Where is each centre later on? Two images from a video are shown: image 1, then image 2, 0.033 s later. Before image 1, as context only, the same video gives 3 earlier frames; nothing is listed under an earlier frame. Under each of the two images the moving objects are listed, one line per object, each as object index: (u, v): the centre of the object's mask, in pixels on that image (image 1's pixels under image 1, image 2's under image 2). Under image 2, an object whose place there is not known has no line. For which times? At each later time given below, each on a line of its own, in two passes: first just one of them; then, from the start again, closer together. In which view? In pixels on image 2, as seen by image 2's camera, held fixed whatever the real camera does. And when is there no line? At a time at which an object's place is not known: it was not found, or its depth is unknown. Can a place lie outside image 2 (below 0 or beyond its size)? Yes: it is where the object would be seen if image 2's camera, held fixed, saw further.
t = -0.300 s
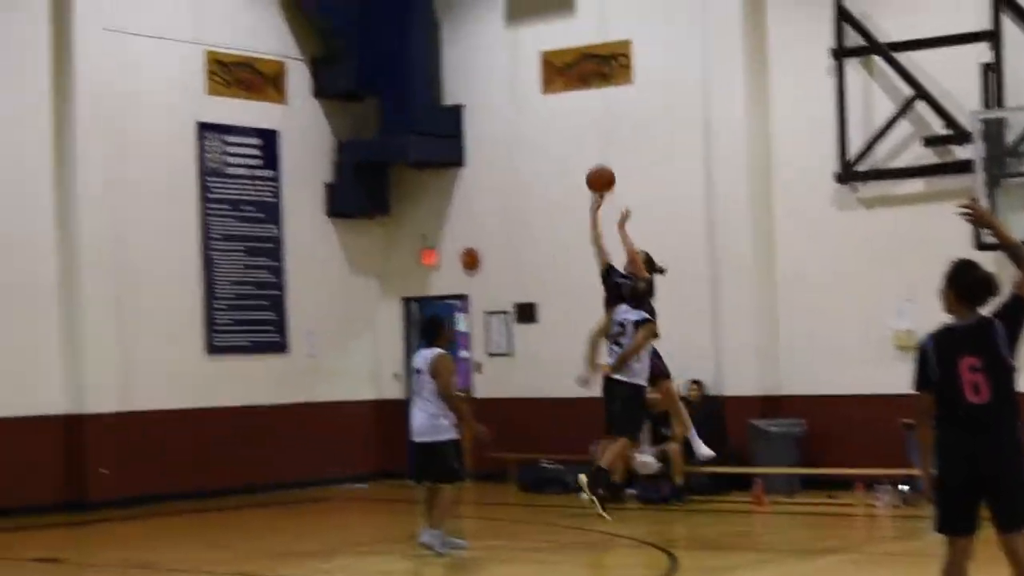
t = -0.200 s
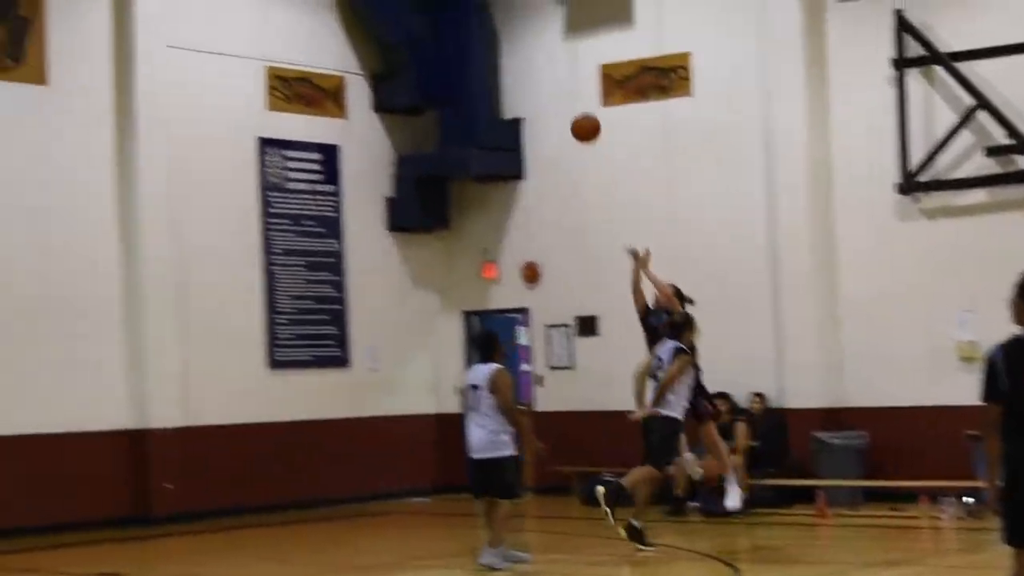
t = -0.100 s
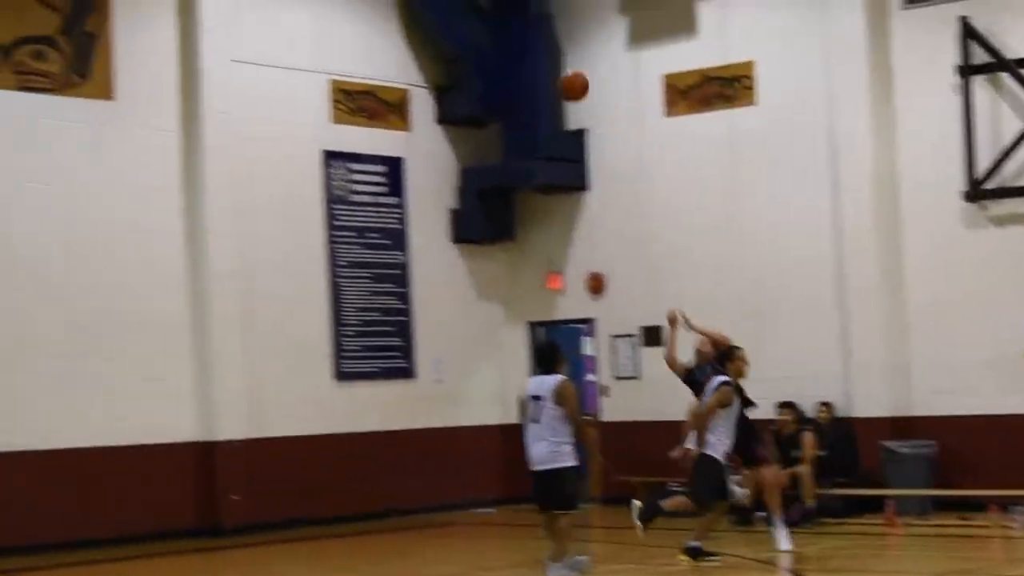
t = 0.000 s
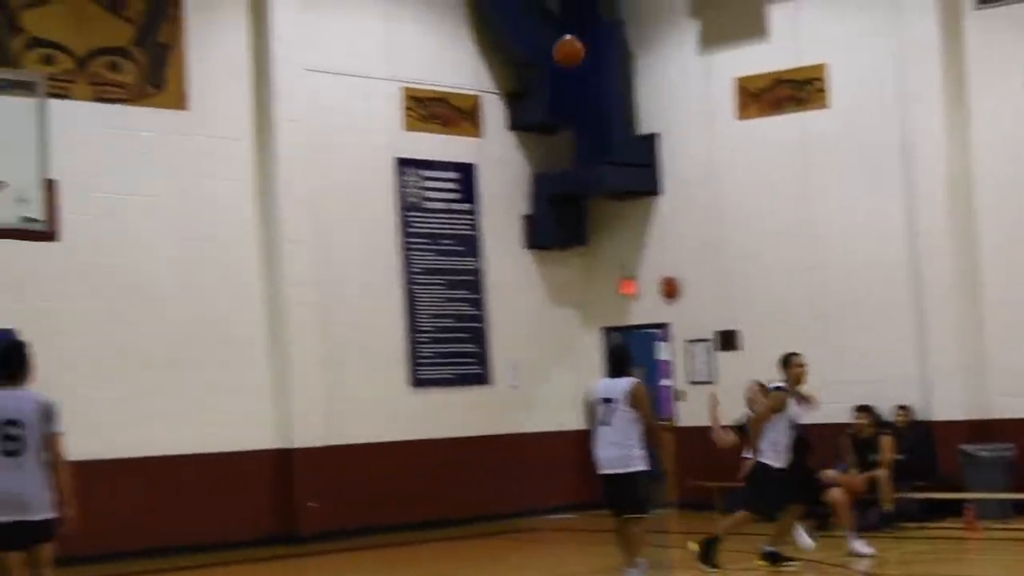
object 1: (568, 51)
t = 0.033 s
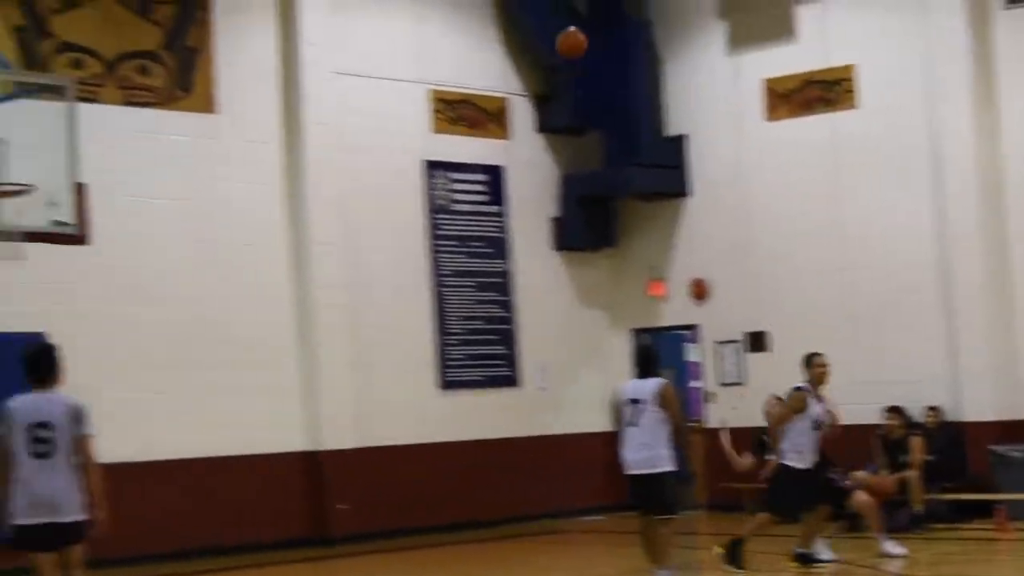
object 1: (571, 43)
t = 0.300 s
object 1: (373, 12)
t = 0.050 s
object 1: (560, 39)
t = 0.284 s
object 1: (386, 12)
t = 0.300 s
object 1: (373, 12)
